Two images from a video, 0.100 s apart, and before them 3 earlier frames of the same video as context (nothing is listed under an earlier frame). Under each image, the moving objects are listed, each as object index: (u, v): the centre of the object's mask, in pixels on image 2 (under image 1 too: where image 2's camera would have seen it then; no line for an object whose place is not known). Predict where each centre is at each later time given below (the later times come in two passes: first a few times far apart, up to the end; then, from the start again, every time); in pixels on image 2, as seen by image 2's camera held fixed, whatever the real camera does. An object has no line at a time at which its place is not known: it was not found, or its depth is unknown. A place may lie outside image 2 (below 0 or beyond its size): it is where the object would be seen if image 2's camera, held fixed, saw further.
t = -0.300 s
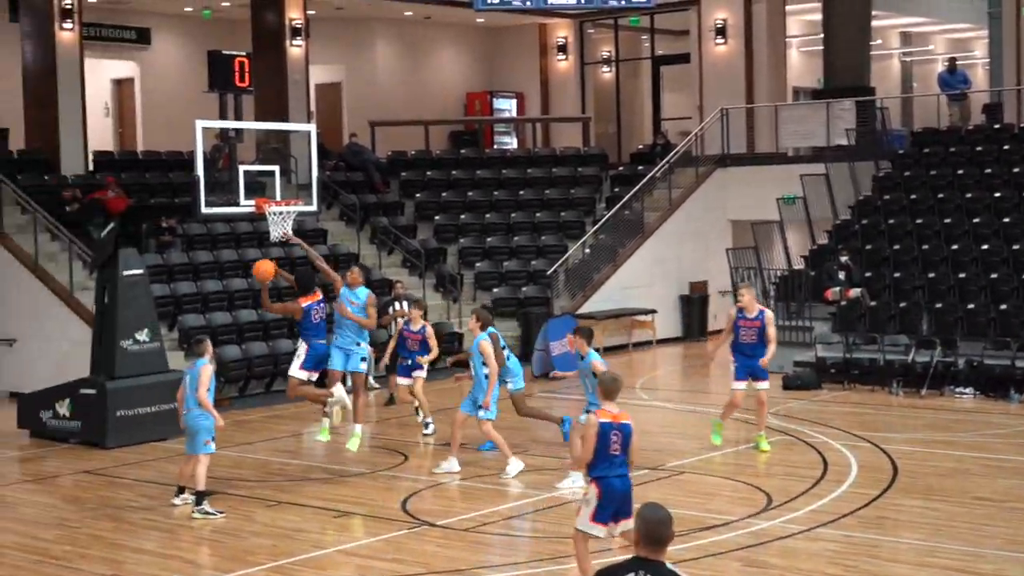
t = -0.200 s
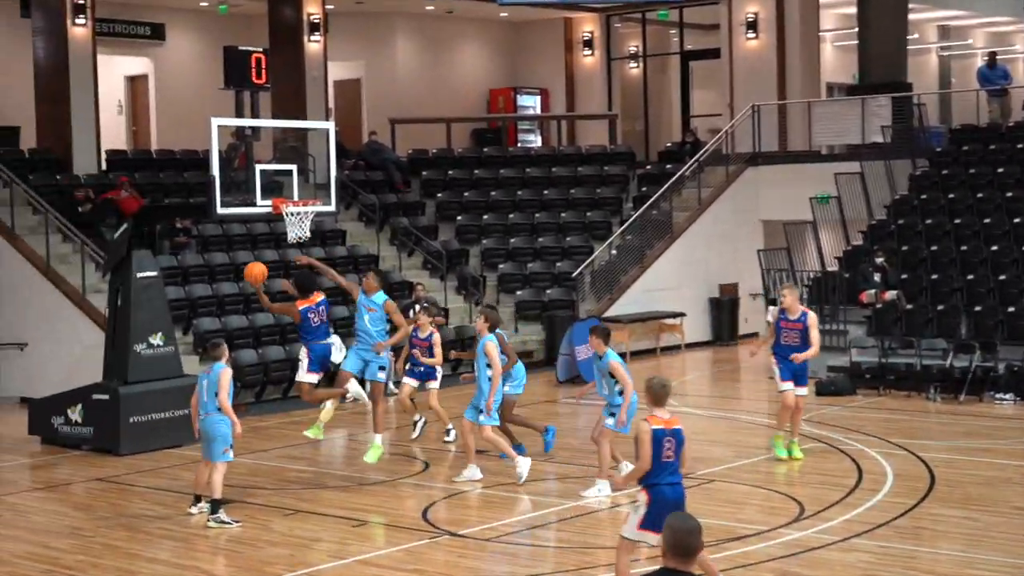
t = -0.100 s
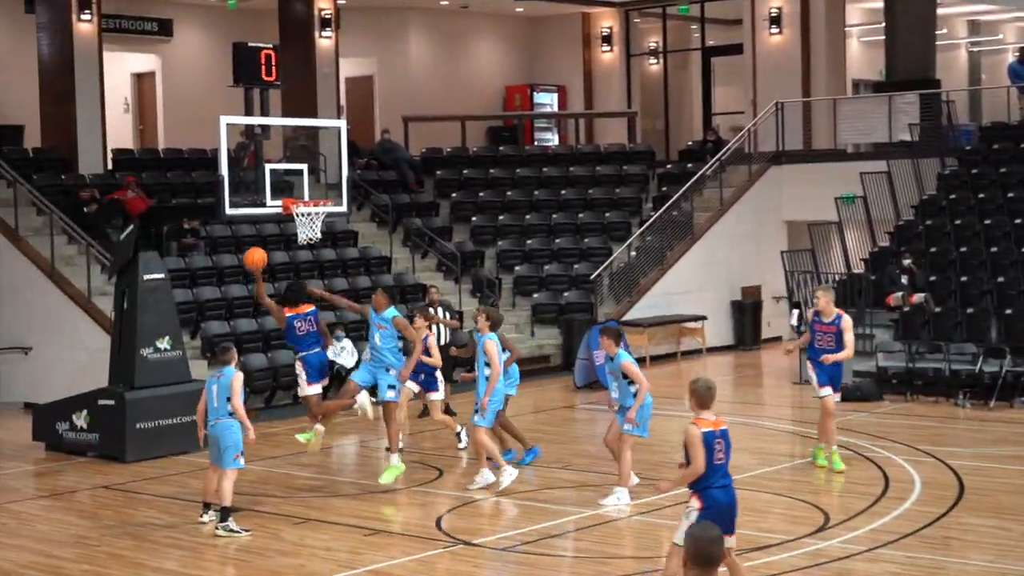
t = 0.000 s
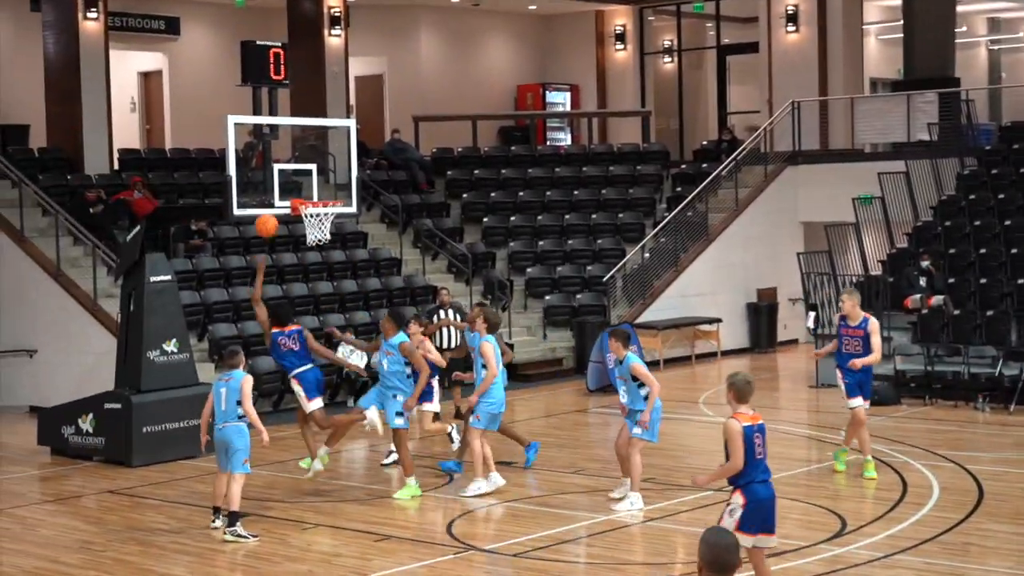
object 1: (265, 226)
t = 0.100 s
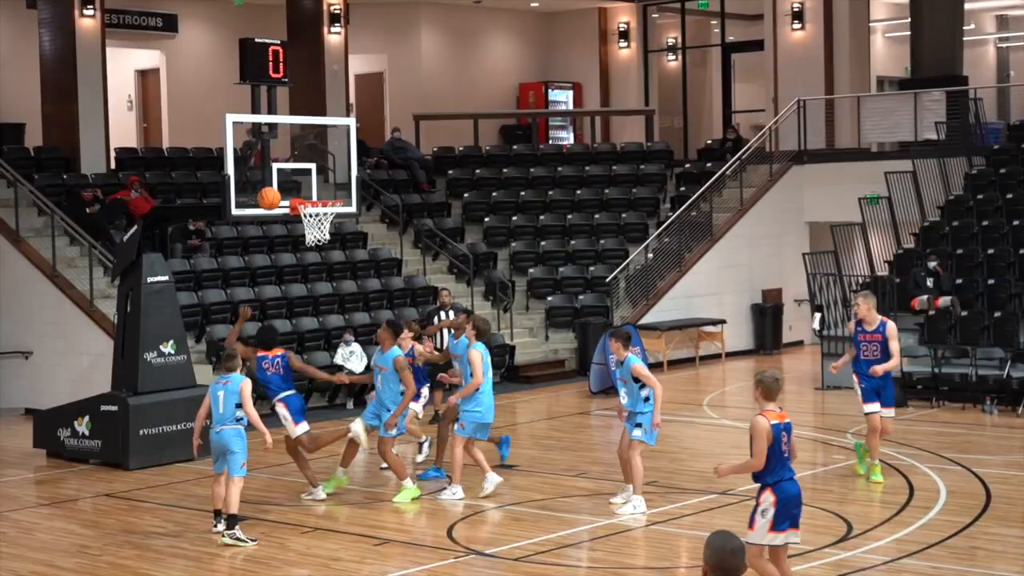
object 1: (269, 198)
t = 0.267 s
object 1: (277, 177)
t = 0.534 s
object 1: (324, 200)
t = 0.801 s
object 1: (311, 262)
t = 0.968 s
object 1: (304, 326)
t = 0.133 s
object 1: (270, 192)
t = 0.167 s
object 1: (272, 187)
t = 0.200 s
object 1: (273, 182)
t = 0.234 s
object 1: (274, 179)
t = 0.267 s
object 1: (277, 177)
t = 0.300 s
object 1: (278, 176)
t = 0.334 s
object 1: (281, 176)
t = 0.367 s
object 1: (288, 177)
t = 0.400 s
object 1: (295, 181)
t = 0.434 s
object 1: (301, 183)
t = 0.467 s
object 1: (309, 189)
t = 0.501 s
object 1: (317, 193)
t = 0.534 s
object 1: (324, 200)
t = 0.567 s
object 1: (326, 206)
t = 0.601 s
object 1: (324, 213)
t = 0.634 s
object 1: (320, 220)
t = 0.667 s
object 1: (317, 228)
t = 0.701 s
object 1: (316, 236)
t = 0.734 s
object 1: (316, 246)
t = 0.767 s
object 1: (313, 252)
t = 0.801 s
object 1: (311, 262)
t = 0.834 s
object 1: (309, 273)
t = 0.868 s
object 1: (308, 284)
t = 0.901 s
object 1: (307, 297)
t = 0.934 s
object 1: (305, 311)
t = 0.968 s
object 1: (304, 326)
